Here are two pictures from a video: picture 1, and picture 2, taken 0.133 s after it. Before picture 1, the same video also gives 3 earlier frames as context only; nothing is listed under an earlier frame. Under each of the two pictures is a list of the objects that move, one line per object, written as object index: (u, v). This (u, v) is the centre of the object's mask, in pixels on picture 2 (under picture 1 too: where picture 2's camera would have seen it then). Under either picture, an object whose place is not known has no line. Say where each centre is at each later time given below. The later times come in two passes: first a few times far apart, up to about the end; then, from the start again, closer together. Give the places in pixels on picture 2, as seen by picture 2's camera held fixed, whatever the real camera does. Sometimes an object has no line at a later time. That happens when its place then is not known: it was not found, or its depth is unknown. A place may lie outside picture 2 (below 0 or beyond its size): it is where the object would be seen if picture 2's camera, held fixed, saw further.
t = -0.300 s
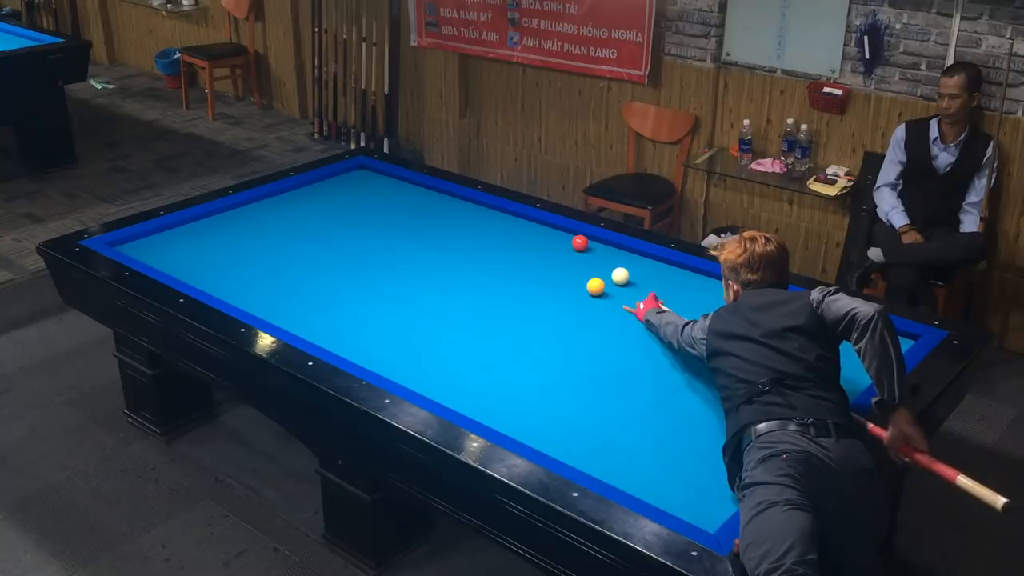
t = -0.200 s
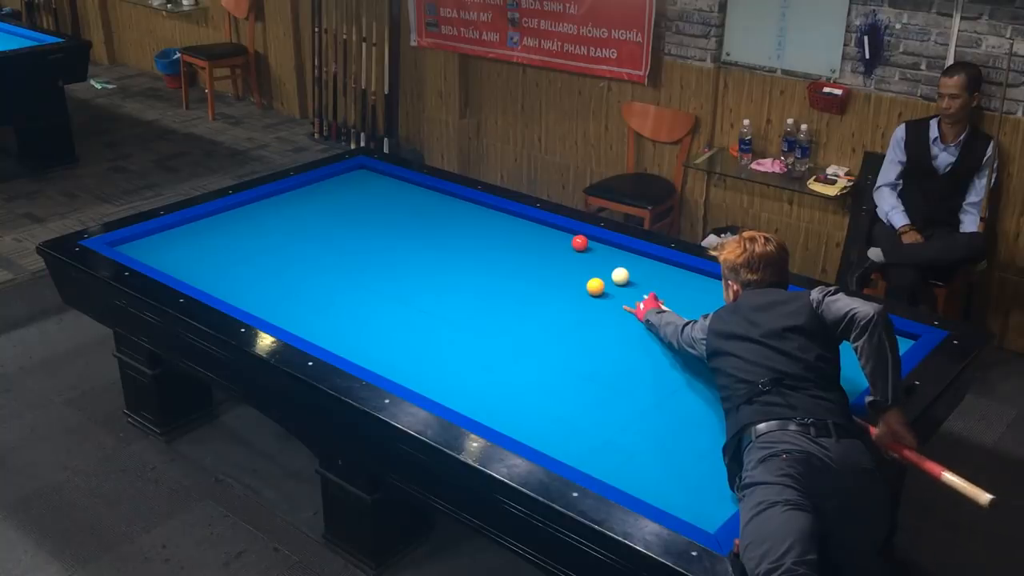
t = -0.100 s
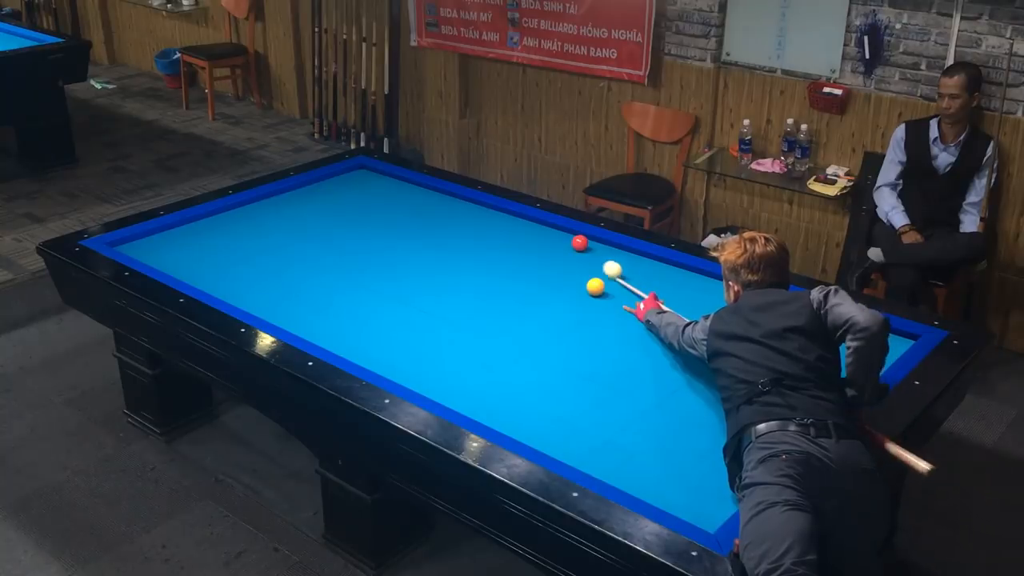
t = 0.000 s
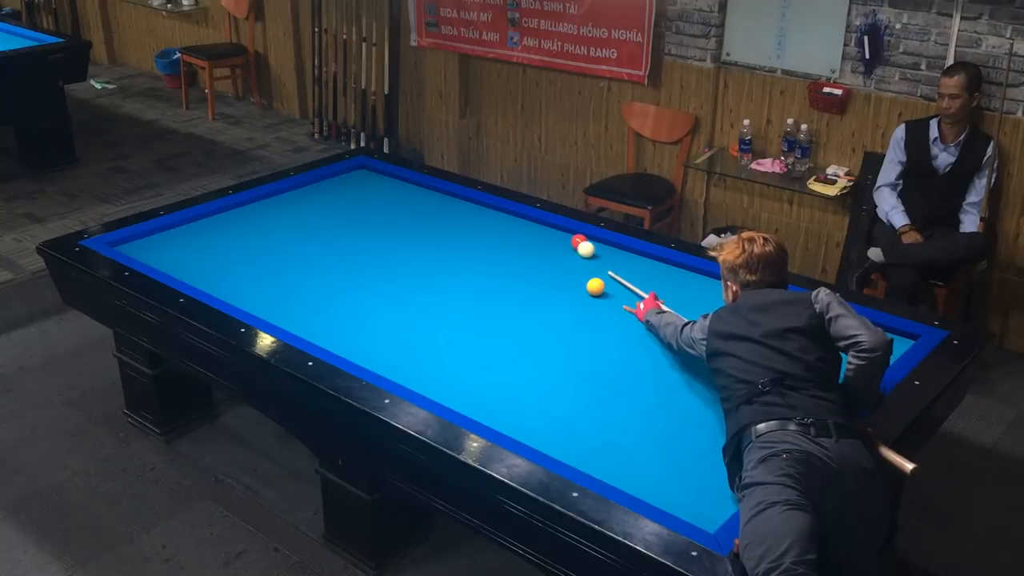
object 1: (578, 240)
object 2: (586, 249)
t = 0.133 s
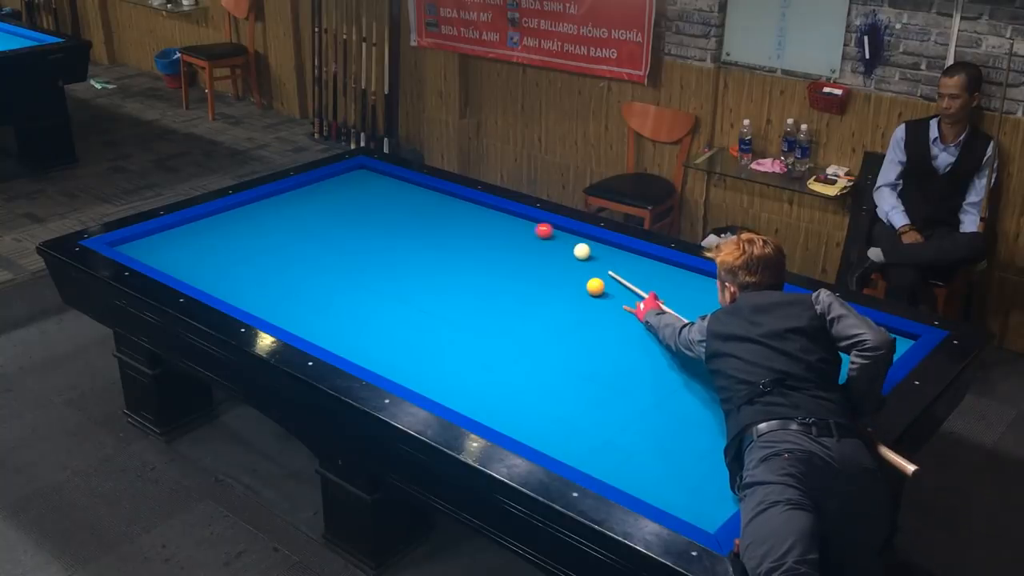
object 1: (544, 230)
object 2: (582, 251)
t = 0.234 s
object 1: (514, 229)
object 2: (583, 255)
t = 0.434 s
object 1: (461, 226)
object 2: (587, 264)
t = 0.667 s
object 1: (401, 222)
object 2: (592, 273)
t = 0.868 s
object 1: (350, 219)
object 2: (596, 278)
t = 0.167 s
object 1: (533, 230)
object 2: (582, 252)
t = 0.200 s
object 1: (523, 230)
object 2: (582, 254)
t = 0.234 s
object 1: (514, 229)
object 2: (583, 255)
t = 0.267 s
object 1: (505, 229)
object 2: (584, 257)
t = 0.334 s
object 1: (488, 227)
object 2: (585, 260)
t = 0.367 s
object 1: (479, 227)
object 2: (586, 261)
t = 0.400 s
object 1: (470, 226)
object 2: (587, 263)
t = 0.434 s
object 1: (461, 226)
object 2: (587, 264)
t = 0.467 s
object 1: (452, 225)
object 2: (588, 266)
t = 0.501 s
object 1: (444, 225)
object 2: (589, 268)
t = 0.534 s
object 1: (435, 224)
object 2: (589, 269)
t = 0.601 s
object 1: (418, 223)
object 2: (590, 271)
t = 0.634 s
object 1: (409, 223)
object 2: (591, 272)
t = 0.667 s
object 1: (401, 222)
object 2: (592, 273)
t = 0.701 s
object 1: (392, 222)
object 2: (593, 274)
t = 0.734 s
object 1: (384, 221)
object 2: (594, 275)
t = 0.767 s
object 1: (375, 220)
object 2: (594, 276)
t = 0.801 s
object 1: (367, 220)
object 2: (595, 276)
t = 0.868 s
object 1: (350, 219)
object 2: (596, 278)
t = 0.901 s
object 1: (342, 218)
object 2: (596, 278)
